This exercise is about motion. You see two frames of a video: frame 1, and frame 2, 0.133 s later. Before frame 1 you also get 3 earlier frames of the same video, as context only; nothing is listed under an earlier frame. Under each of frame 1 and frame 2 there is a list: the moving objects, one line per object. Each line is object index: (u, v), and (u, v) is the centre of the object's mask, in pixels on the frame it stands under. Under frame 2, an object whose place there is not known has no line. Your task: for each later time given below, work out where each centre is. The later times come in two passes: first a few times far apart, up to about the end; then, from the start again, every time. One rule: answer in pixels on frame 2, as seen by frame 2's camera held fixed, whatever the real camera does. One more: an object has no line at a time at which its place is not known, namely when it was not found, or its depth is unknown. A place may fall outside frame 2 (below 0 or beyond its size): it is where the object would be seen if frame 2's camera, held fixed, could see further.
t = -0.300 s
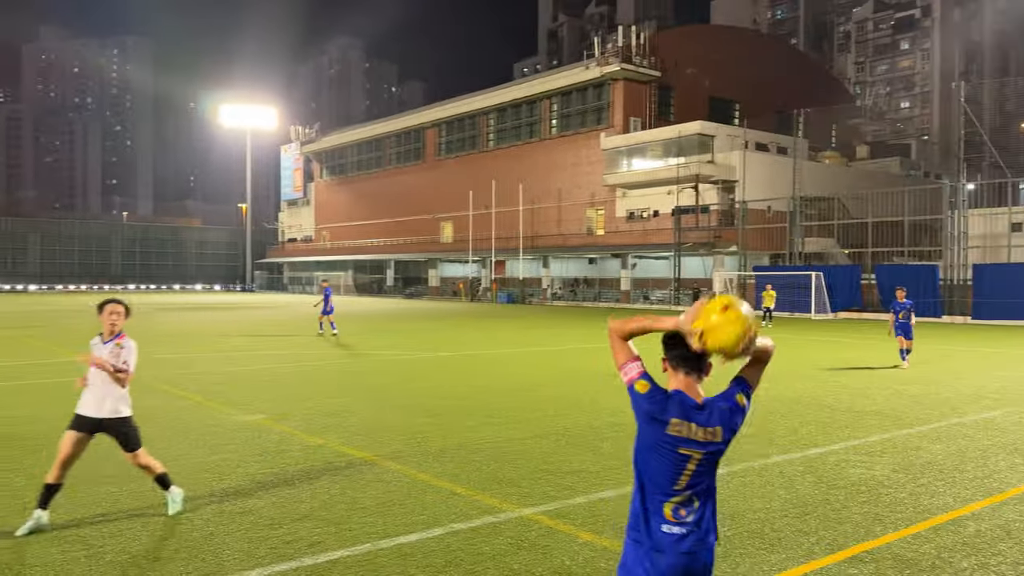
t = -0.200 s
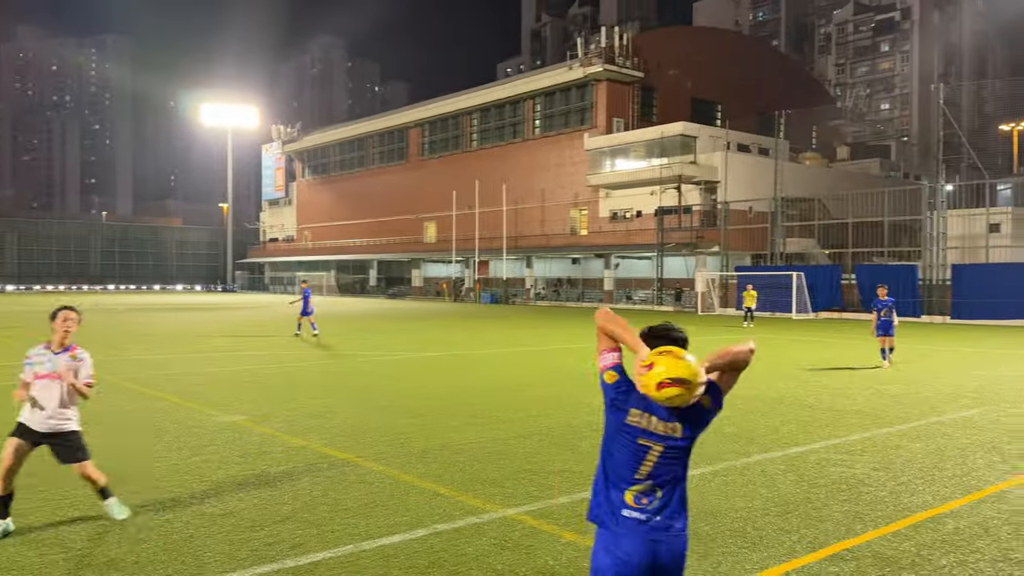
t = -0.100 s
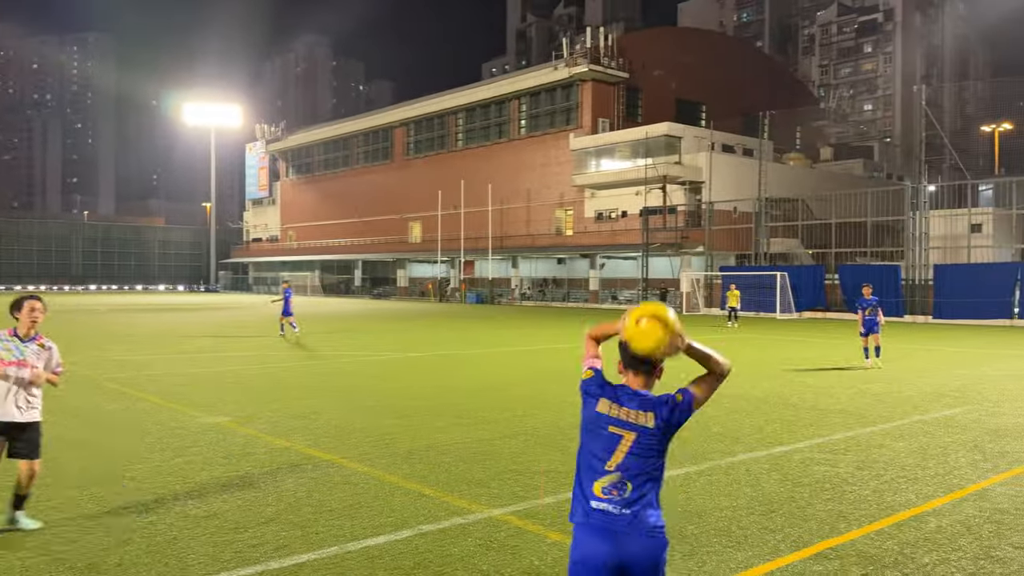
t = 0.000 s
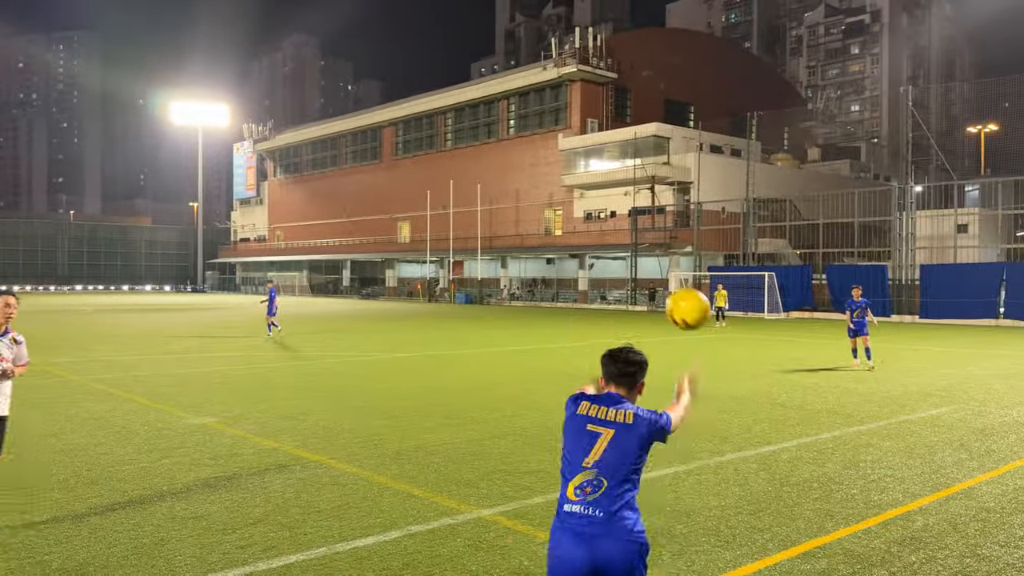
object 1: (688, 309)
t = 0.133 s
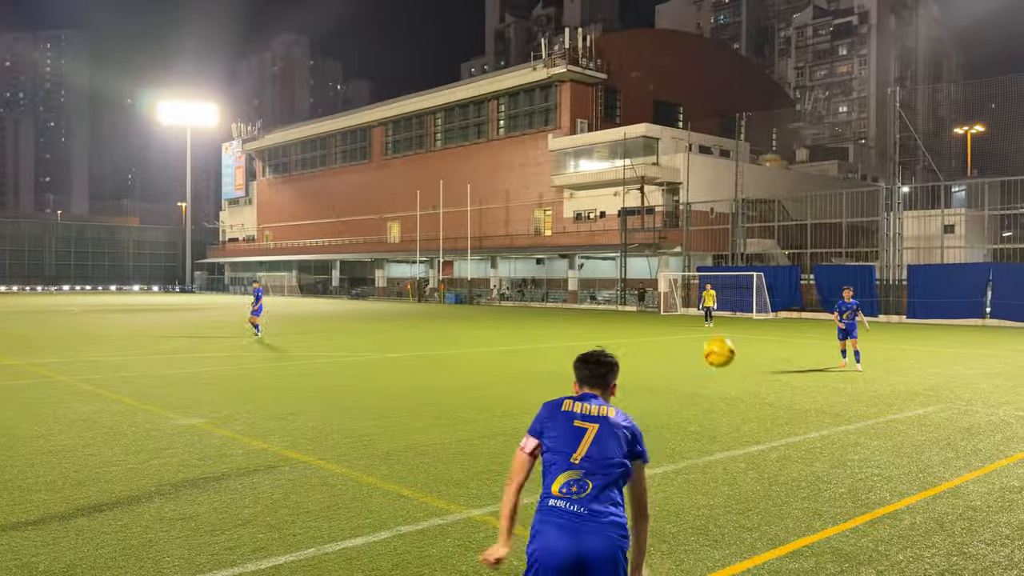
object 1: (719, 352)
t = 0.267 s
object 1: (741, 397)
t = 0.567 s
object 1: (764, 386)
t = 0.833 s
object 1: (774, 340)
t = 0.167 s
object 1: (726, 363)
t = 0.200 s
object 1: (732, 374)
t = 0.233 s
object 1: (736, 385)
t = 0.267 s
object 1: (741, 397)
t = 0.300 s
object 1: (746, 409)
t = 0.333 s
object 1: (750, 420)
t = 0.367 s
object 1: (752, 433)
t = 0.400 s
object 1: (755, 444)
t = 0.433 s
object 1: (757, 443)
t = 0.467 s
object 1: (758, 425)
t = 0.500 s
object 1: (761, 410)
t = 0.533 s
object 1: (763, 397)
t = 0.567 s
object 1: (764, 386)
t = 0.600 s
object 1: (765, 375)
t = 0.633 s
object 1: (766, 367)
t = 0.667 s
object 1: (768, 360)
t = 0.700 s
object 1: (769, 354)
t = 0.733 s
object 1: (770, 349)
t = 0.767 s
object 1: (772, 345)
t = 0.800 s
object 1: (772, 342)
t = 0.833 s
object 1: (774, 340)
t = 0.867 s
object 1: (774, 339)
